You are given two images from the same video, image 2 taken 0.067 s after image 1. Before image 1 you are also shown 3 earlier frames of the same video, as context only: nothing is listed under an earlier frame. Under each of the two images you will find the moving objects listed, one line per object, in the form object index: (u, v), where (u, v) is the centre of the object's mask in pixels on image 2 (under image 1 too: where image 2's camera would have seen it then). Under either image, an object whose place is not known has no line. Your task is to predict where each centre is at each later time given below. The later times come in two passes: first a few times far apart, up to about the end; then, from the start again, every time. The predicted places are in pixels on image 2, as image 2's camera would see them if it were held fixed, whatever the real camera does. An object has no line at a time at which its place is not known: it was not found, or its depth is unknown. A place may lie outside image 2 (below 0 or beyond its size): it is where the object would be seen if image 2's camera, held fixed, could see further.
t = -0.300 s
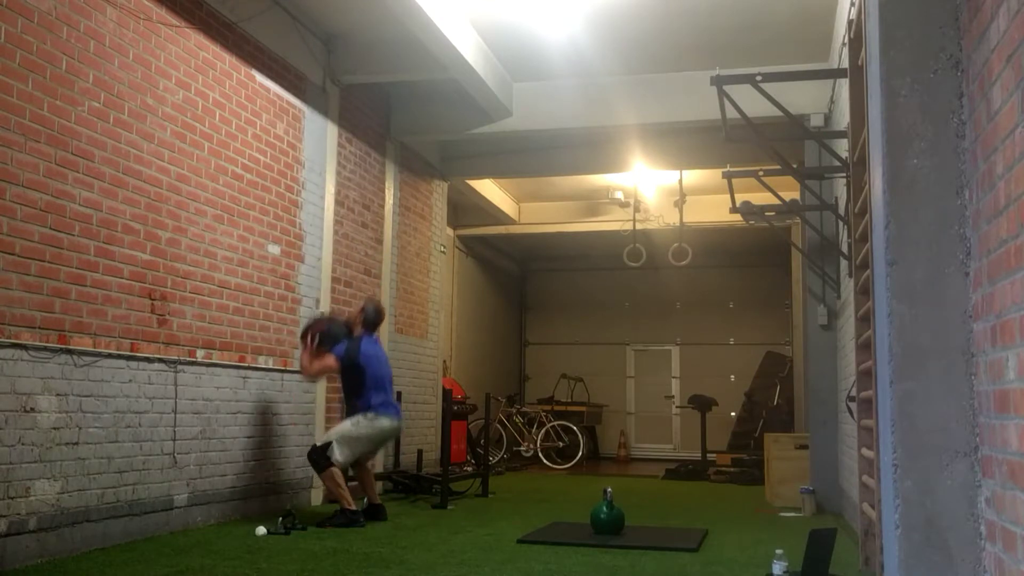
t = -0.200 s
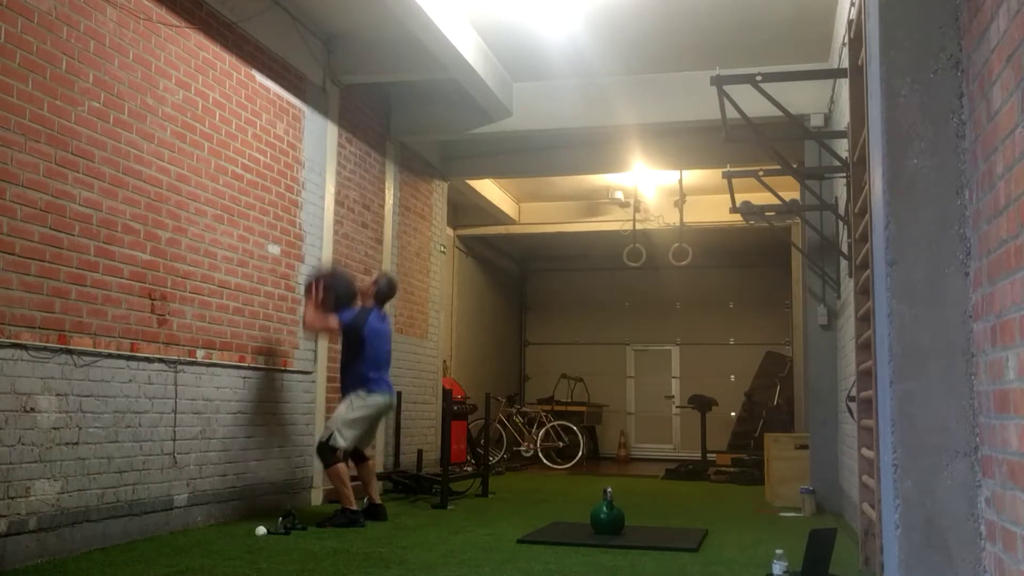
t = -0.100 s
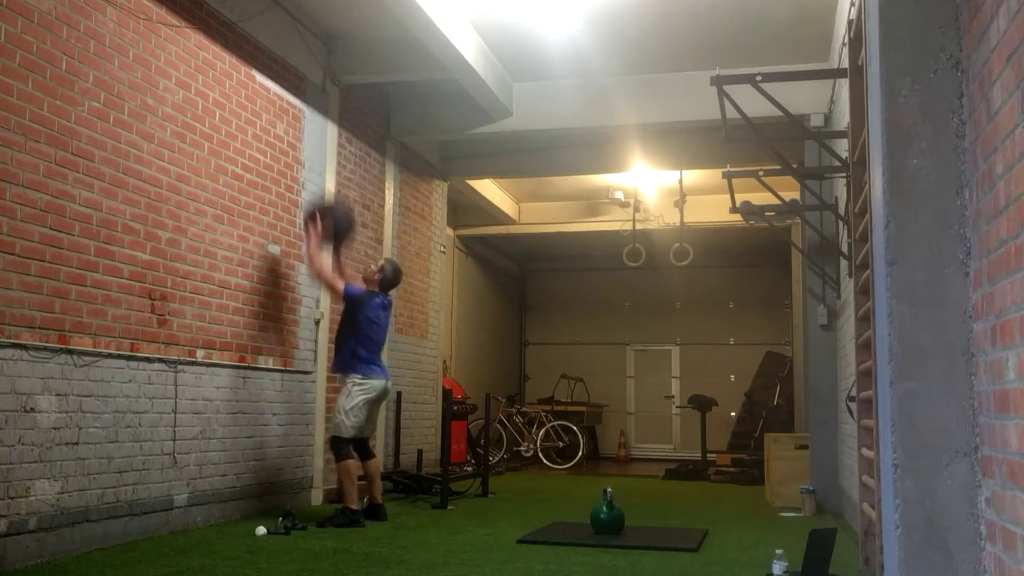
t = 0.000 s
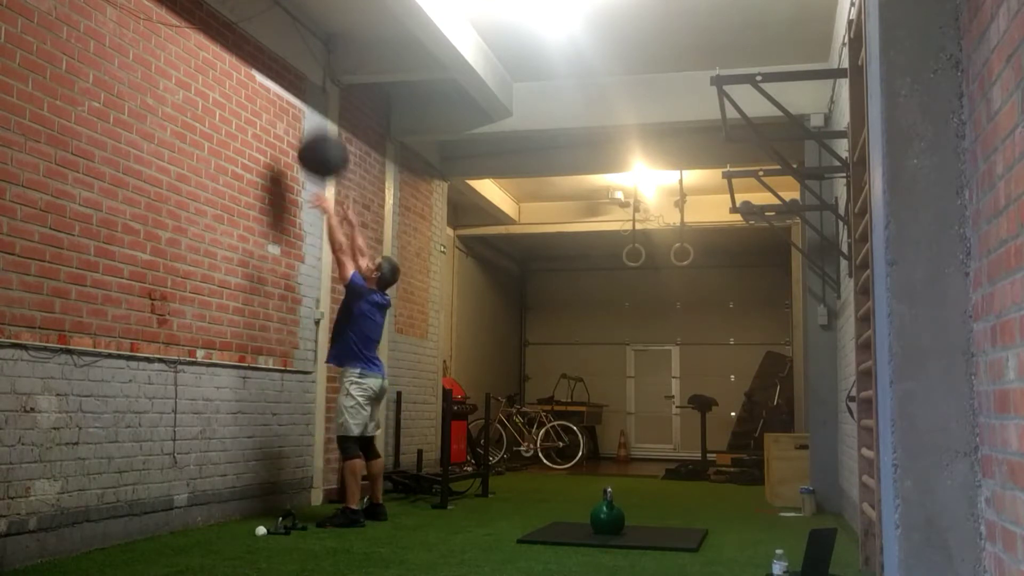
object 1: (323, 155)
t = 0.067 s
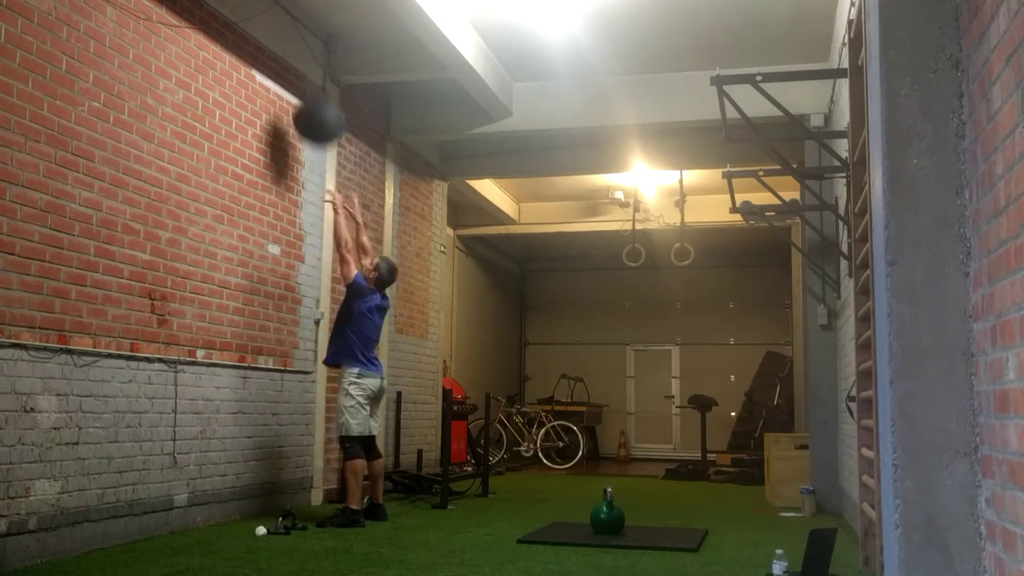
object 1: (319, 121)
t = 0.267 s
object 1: (304, 56)
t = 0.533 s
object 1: (305, 49)
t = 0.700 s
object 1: (313, 91)
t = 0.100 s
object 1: (316, 105)
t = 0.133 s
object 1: (315, 92)
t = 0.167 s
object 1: (313, 81)
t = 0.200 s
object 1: (309, 71)
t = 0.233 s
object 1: (307, 62)
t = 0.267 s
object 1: (304, 56)
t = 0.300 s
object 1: (300, 50)
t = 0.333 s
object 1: (298, 46)
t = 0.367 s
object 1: (297, 44)
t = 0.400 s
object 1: (299, 42)
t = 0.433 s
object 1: (300, 42)
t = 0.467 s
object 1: (302, 43)
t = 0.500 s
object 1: (304, 45)
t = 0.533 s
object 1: (305, 49)
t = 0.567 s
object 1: (307, 55)
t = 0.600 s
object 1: (308, 62)
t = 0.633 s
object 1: (310, 69)
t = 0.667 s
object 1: (312, 81)
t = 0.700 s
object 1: (313, 91)
